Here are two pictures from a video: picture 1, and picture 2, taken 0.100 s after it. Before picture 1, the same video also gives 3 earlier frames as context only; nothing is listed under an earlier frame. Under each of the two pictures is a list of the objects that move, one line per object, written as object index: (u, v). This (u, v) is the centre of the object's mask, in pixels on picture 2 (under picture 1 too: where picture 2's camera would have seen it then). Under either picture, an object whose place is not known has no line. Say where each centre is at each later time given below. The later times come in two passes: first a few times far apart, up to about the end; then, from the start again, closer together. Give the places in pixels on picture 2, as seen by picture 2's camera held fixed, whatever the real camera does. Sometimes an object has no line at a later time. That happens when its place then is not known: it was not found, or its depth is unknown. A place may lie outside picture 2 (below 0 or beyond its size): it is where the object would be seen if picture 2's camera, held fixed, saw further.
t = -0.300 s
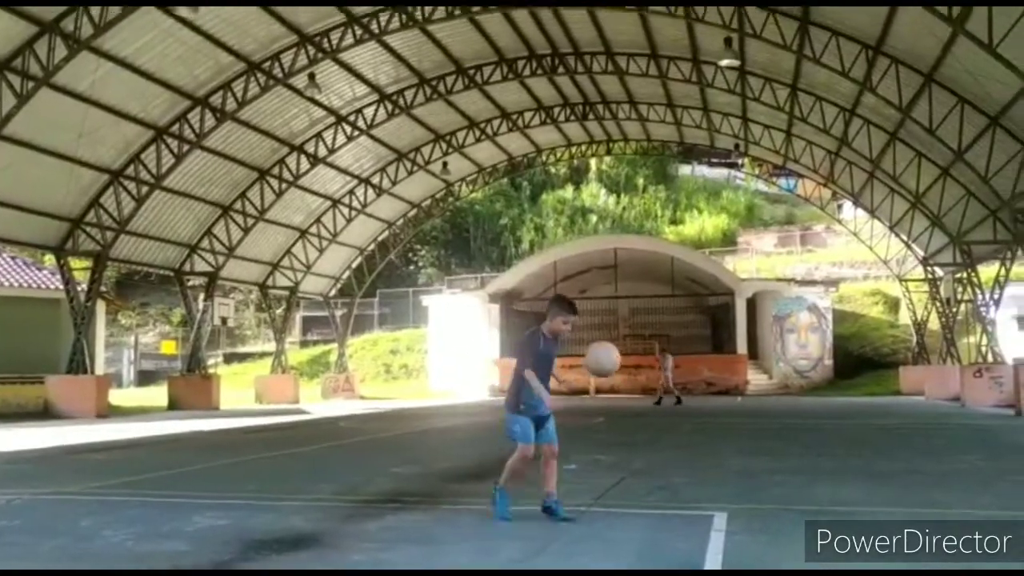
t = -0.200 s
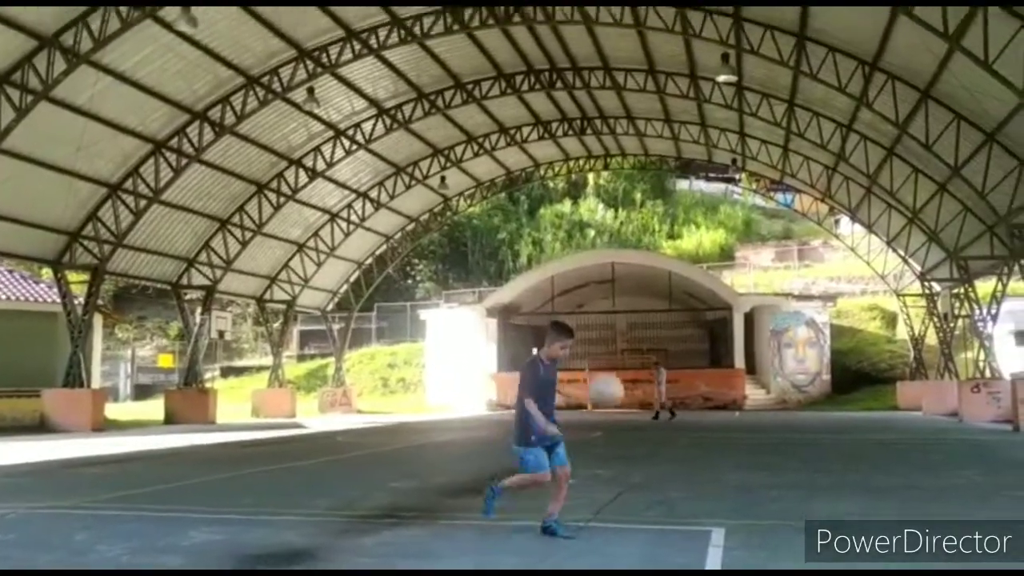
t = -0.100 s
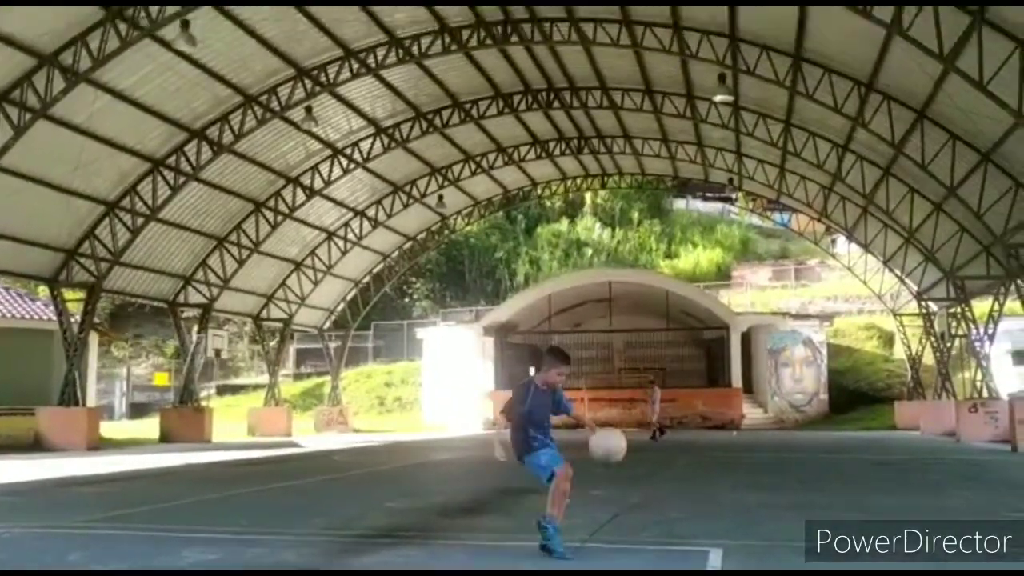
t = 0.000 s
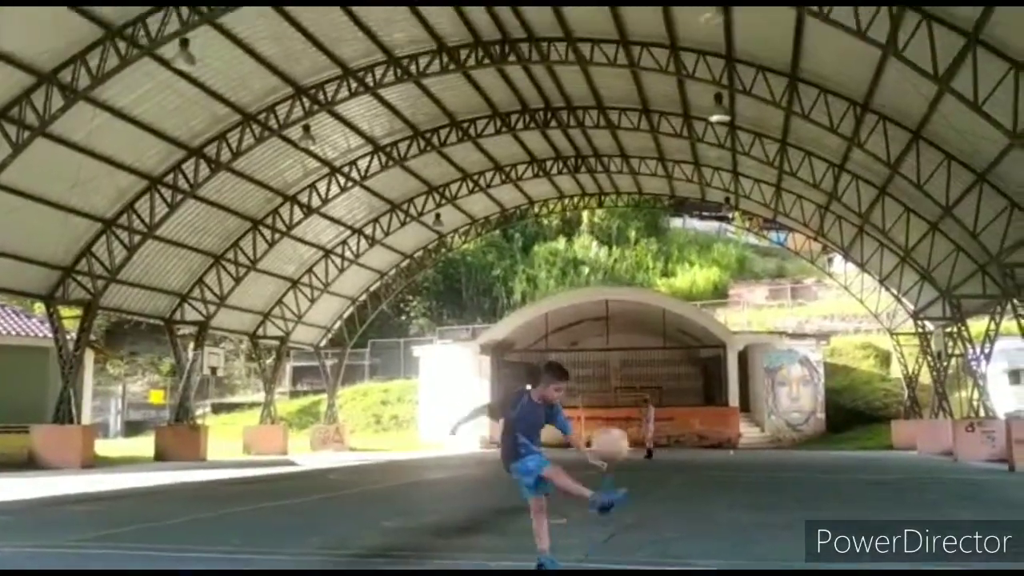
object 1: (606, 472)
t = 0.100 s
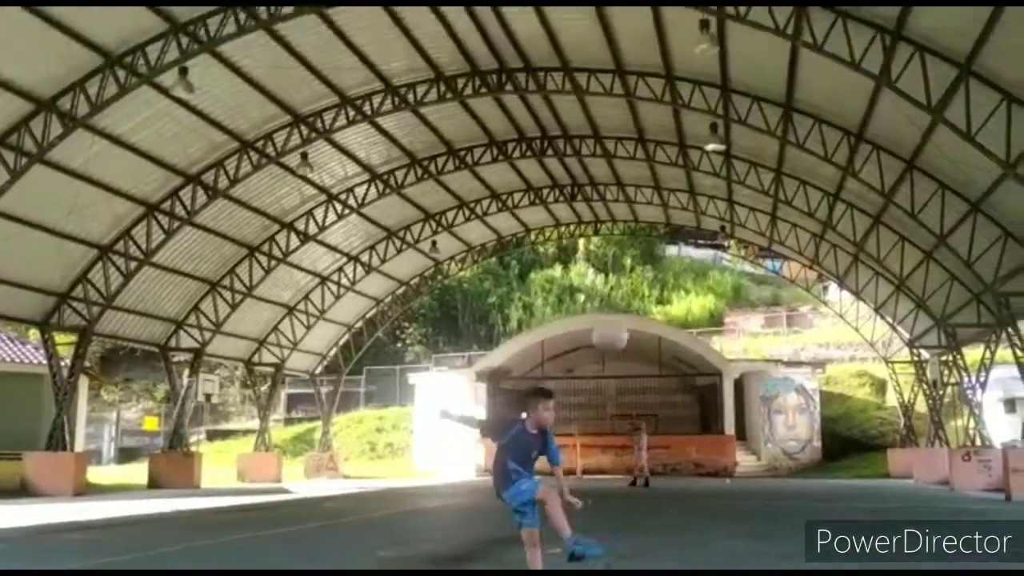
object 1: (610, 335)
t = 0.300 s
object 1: (616, 128)
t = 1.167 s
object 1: (651, -14)
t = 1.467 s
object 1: (665, 191)
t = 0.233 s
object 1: (615, 186)
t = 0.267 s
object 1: (616, 155)
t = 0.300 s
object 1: (616, 128)
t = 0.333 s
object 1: (617, 99)
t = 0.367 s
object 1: (619, 76)
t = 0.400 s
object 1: (619, 52)
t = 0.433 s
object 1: (621, 31)
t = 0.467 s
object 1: (622, 12)
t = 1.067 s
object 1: (646, -50)
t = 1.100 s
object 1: (648, -40)
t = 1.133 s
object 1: (649, -27)
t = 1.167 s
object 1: (651, -14)
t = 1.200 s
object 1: (653, 1)
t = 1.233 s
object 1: (654, 19)
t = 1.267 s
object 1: (655, 37)
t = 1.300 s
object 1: (657, 59)
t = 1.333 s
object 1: (658, 83)
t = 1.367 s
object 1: (659, 104)
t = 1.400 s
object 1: (661, 131)
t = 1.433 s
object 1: (662, 161)
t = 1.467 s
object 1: (665, 191)
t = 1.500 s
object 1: (666, 223)
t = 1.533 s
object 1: (669, 254)
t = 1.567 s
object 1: (672, 292)
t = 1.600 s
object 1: (674, 328)
